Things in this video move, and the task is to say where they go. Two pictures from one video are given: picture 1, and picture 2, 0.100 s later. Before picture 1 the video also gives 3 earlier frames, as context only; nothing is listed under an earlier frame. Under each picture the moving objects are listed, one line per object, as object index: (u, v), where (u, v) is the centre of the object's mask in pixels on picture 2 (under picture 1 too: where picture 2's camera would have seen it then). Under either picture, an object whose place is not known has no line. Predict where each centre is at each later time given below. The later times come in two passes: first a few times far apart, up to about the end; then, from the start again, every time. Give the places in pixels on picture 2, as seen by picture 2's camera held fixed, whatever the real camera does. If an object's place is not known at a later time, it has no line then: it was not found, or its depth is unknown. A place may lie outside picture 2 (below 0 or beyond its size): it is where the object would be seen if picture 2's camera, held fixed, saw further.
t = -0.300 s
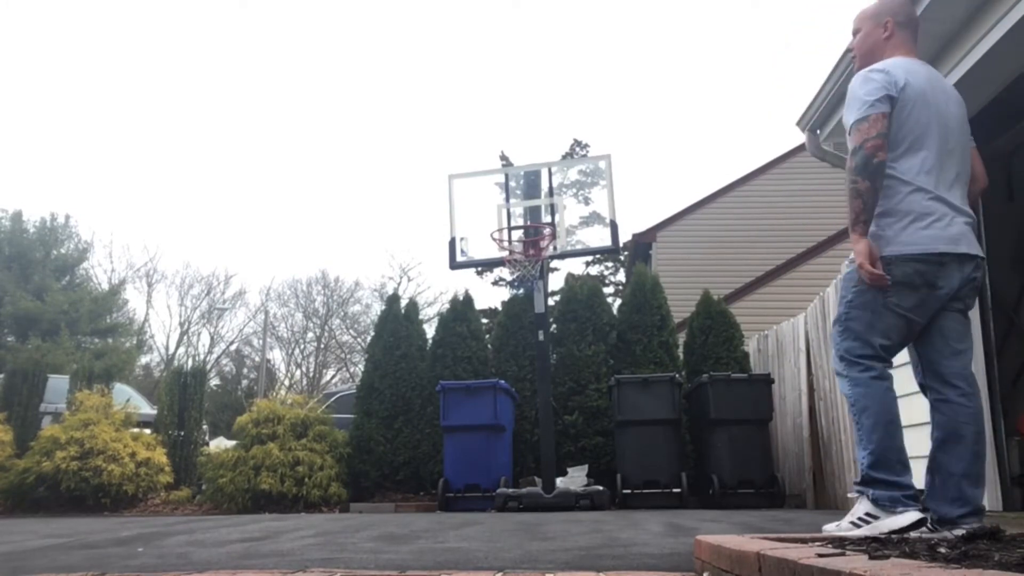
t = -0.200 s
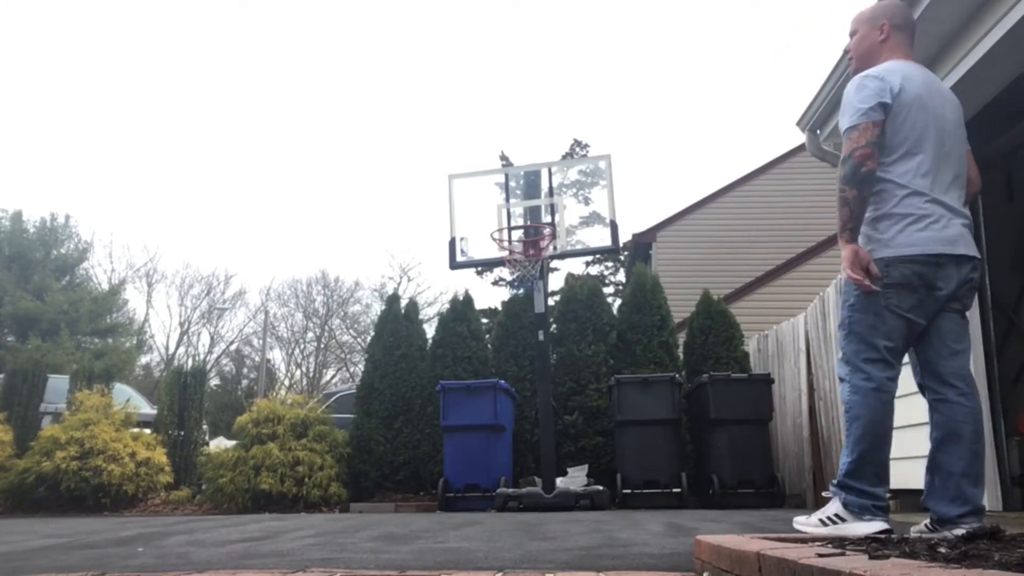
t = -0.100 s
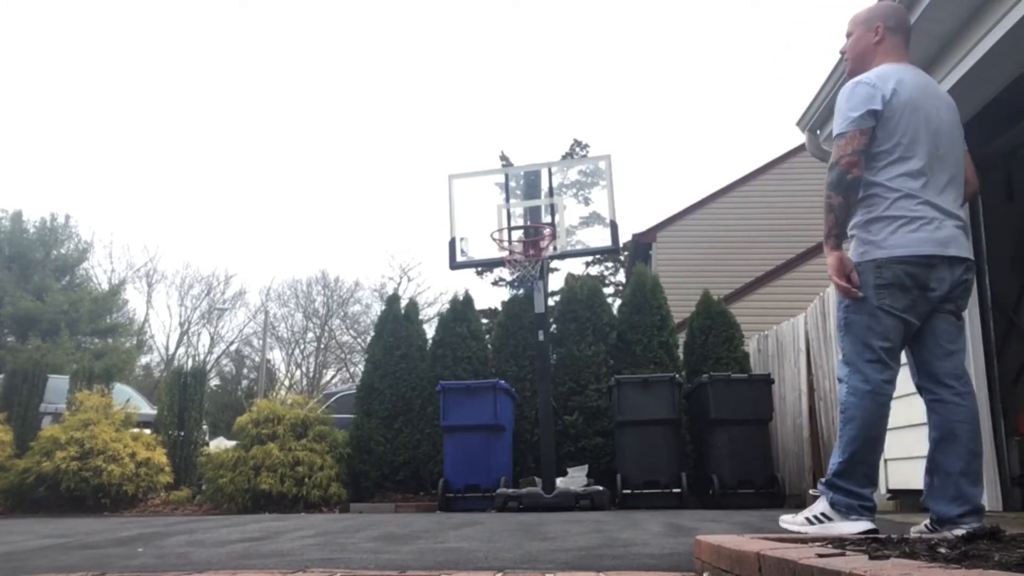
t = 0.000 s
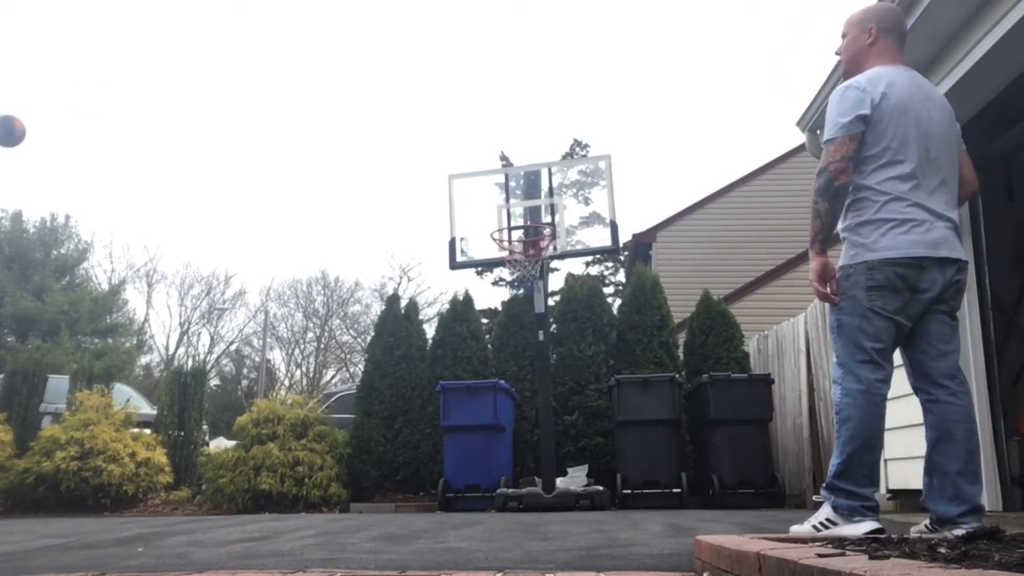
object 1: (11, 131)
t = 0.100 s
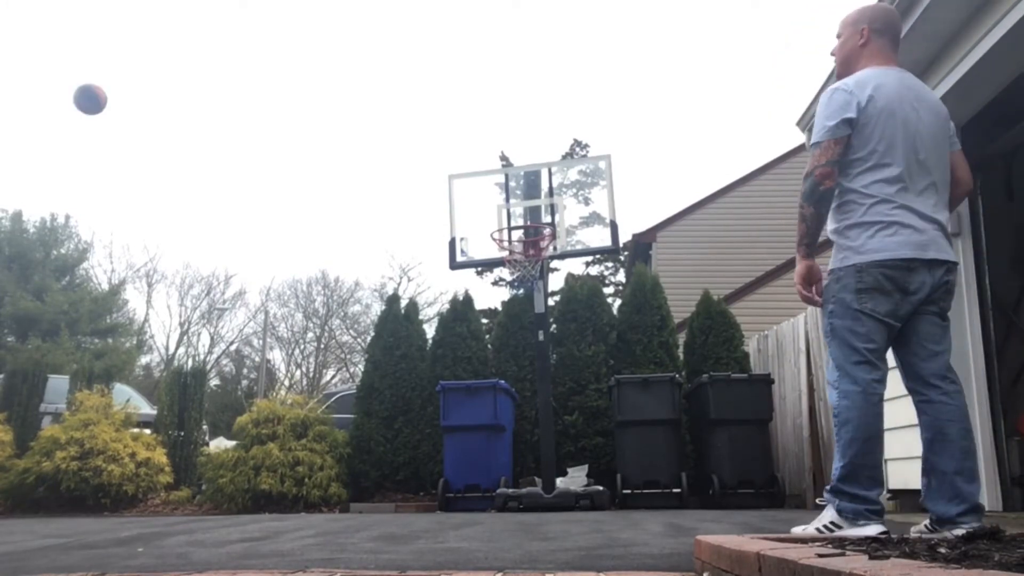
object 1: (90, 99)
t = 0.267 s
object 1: (211, 78)
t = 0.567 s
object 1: (394, 127)
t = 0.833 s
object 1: (536, 249)
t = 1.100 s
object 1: (575, 325)
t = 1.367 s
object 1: (610, 490)
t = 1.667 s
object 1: (586, 383)
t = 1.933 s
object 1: (565, 378)
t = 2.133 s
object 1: (548, 444)
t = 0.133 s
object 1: (116, 92)
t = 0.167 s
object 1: (140, 86)
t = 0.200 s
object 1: (164, 82)
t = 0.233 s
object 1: (188, 79)
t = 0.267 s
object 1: (211, 78)
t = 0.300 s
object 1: (233, 78)
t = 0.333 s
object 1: (255, 80)
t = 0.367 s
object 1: (276, 83)
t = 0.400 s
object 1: (297, 87)
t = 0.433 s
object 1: (317, 93)
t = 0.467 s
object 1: (337, 99)
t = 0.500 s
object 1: (356, 108)
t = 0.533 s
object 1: (376, 117)
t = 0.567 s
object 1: (394, 127)
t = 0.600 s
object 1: (413, 138)
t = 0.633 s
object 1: (432, 151)
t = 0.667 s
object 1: (450, 165)
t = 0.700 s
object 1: (467, 180)
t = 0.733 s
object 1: (485, 196)
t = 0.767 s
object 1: (502, 213)
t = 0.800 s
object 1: (517, 231)
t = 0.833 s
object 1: (536, 249)
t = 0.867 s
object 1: (546, 262)
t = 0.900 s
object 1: (551, 268)
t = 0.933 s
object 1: (555, 274)
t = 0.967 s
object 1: (559, 283)
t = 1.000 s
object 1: (562, 292)
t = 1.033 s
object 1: (566, 302)
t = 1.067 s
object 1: (570, 312)
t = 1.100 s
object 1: (575, 325)
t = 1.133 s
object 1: (578, 342)
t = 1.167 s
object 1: (583, 359)
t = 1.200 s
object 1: (586, 376)
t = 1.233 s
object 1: (592, 396)
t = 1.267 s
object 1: (597, 416)
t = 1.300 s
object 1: (600, 439)
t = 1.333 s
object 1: (604, 464)
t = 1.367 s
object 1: (610, 490)
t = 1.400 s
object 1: (609, 488)
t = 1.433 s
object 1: (606, 468)
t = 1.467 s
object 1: (603, 451)
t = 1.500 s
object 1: (600, 436)
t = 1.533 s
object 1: (598, 422)
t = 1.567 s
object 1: (595, 411)
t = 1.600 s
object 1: (592, 400)
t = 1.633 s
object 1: (589, 390)
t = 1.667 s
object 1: (586, 383)
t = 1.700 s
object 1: (584, 378)
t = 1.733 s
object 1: (581, 374)
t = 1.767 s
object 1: (579, 371)
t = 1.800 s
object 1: (577, 369)
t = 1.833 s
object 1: (573, 366)
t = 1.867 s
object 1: (571, 367)
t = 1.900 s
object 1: (568, 371)
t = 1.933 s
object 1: (565, 378)
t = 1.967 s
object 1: (562, 385)
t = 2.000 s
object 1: (559, 393)
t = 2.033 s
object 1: (556, 402)
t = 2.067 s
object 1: (553, 413)
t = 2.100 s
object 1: (551, 428)
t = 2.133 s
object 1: (548, 444)
